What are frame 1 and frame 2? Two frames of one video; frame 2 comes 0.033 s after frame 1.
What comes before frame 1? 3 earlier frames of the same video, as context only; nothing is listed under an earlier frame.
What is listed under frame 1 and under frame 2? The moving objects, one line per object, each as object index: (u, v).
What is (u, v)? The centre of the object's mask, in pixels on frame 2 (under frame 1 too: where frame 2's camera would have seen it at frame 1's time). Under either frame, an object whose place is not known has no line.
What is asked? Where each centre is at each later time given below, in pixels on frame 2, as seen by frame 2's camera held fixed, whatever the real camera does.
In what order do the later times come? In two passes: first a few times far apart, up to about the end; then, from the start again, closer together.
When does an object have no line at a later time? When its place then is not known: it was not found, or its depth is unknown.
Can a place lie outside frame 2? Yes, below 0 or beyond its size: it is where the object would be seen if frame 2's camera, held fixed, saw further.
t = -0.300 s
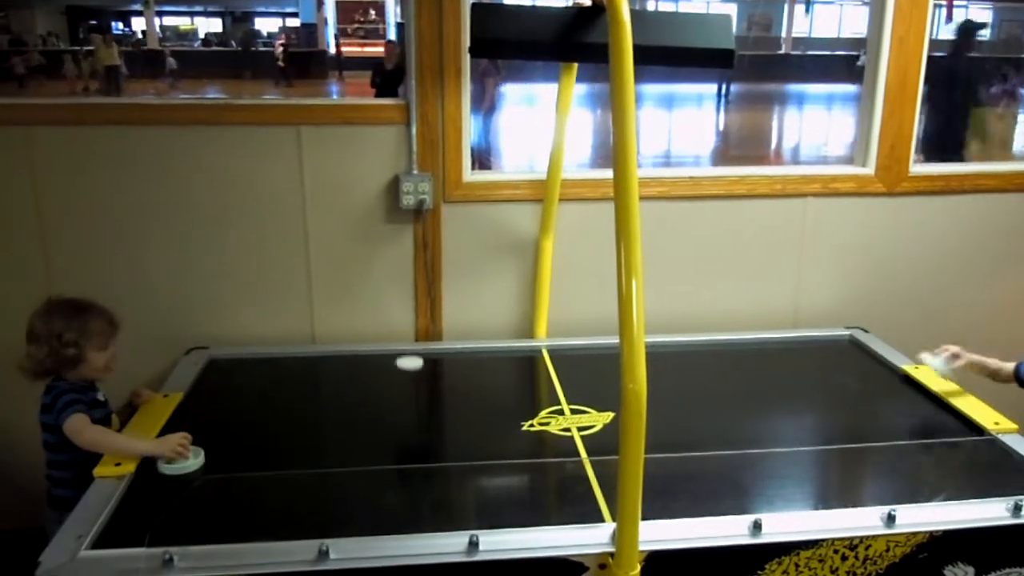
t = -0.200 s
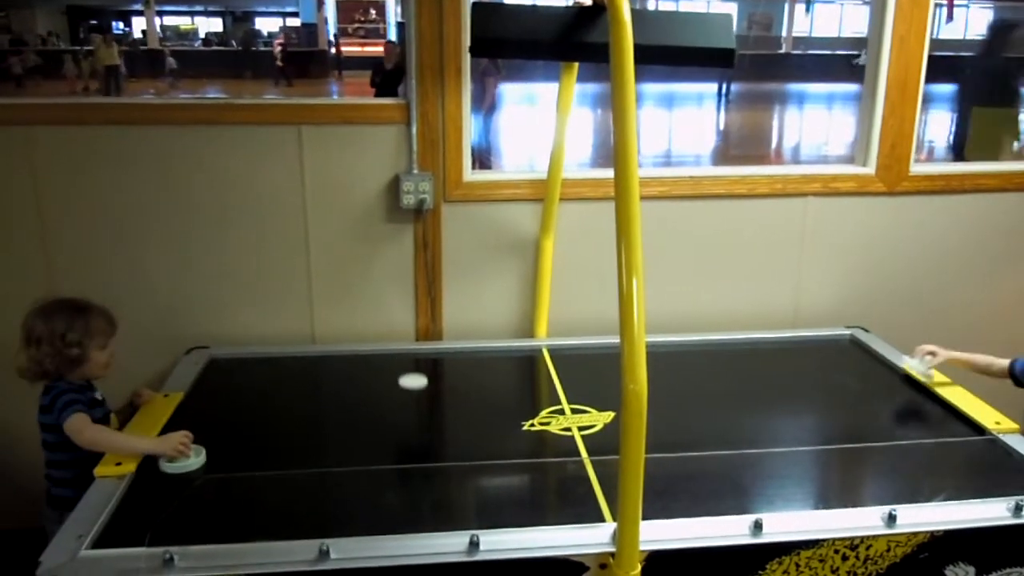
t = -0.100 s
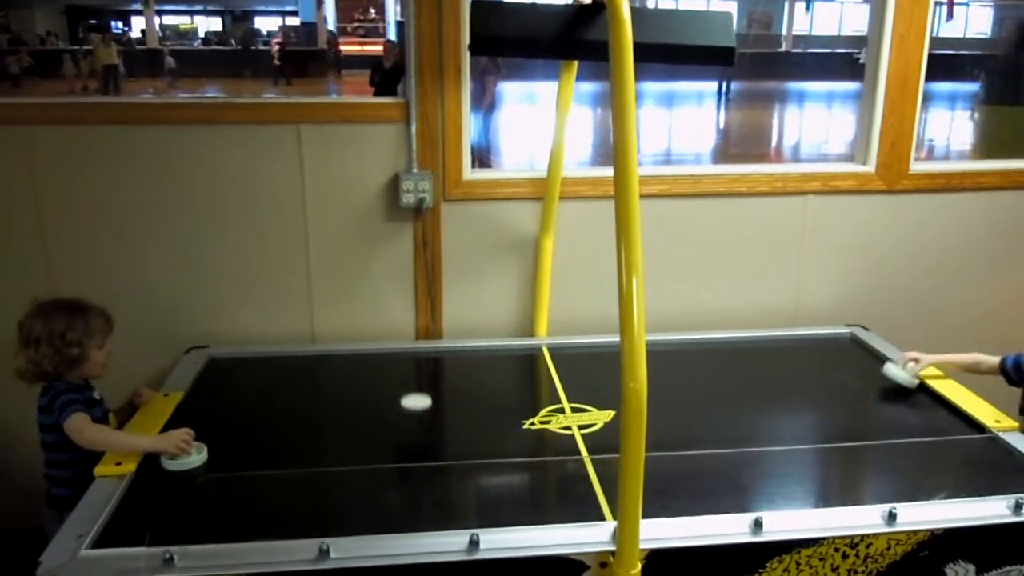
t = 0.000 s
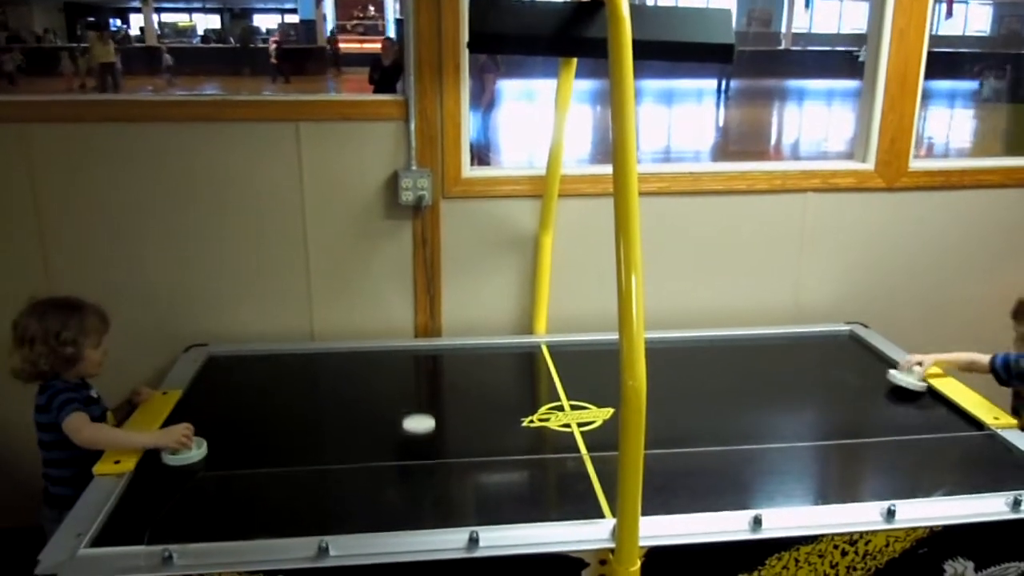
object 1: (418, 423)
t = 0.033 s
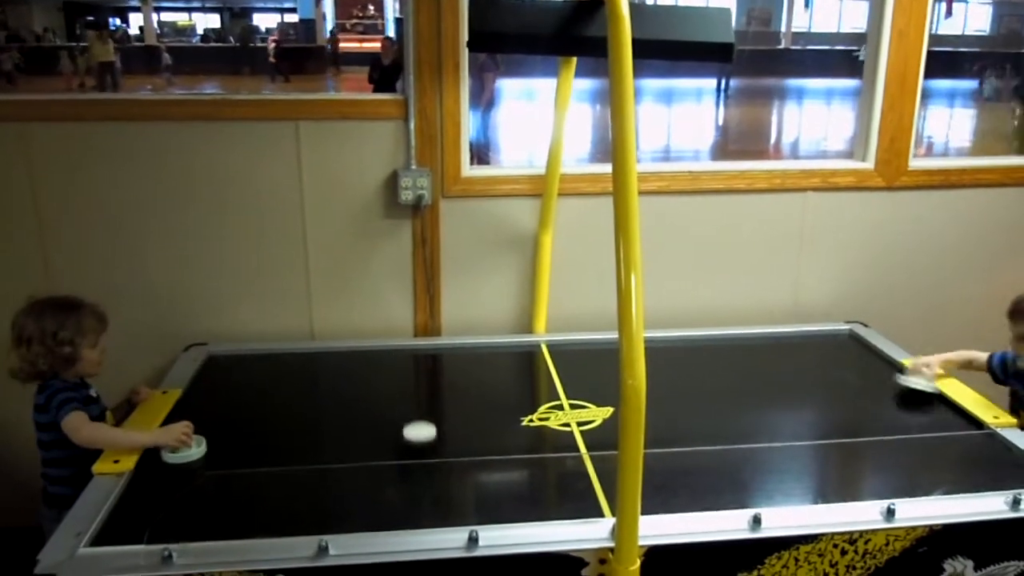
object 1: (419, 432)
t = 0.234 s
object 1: (428, 494)
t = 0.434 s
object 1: (425, 487)
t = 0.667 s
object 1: (414, 434)
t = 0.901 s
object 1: (405, 392)
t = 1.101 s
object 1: (398, 362)
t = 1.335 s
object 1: (391, 369)
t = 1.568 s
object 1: (382, 396)
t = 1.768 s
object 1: (374, 425)
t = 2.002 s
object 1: (362, 463)
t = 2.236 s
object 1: (347, 509)
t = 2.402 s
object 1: (344, 513)
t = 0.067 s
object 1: (421, 441)
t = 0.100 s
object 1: (422, 450)
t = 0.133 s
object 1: (424, 461)
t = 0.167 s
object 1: (425, 471)
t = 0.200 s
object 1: (427, 482)
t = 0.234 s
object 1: (428, 494)
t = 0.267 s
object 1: (430, 506)
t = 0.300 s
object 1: (431, 516)
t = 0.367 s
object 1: (429, 506)
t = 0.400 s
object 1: (427, 496)
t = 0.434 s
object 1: (425, 487)
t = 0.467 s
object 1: (423, 479)
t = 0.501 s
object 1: (422, 471)
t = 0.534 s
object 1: (420, 462)
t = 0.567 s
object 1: (418, 455)
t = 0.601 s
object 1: (417, 447)
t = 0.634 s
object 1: (415, 440)
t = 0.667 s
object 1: (414, 434)
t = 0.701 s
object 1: (412, 427)
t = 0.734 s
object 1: (411, 421)
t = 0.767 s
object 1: (410, 415)
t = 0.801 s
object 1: (408, 408)
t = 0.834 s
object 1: (407, 403)
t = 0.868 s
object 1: (406, 397)
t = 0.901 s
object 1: (405, 392)
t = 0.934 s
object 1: (403, 387)
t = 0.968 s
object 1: (402, 381)
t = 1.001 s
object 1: (401, 377)
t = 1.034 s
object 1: (400, 371)
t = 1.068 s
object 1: (399, 367)
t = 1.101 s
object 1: (398, 362)
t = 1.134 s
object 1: (397, 358)
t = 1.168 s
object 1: (396, 354)
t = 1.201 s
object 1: (395, 355)
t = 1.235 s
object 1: (394, 359)
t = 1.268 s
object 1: (393, 362)
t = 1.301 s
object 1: (392, 366)
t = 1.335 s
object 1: (391, 369)
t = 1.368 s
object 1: (390, 372)
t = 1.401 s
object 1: (388, 377)
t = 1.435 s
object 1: (387, 380)
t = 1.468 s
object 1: (386, 384)
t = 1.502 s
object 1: (385, 388)
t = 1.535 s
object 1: (383, 392)
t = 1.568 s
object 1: (382, 396)
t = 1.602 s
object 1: (381, 401)
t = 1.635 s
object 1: (379, 405)
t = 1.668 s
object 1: (378, 410)
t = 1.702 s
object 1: (376, 415)
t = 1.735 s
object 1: (375, 420)
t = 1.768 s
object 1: (374, 425)
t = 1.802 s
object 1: (372, 430)
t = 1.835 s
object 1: (370, 435)
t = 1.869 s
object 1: (369, 440)
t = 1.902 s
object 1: (367, 446)
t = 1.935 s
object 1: (365, 451)
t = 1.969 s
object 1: (364, 456)
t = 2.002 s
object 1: (362, 463)
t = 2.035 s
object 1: (360, 469)
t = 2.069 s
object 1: (358, 475)
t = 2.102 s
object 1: (356, 482)
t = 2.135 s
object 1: (354, 488)
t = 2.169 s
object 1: (352, 495)
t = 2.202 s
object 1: (349, 502)
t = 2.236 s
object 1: (347, 509)
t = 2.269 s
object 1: (345, 517)
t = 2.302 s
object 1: (343, 523)
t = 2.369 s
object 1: (343, 519)
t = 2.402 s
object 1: (344, 513)
